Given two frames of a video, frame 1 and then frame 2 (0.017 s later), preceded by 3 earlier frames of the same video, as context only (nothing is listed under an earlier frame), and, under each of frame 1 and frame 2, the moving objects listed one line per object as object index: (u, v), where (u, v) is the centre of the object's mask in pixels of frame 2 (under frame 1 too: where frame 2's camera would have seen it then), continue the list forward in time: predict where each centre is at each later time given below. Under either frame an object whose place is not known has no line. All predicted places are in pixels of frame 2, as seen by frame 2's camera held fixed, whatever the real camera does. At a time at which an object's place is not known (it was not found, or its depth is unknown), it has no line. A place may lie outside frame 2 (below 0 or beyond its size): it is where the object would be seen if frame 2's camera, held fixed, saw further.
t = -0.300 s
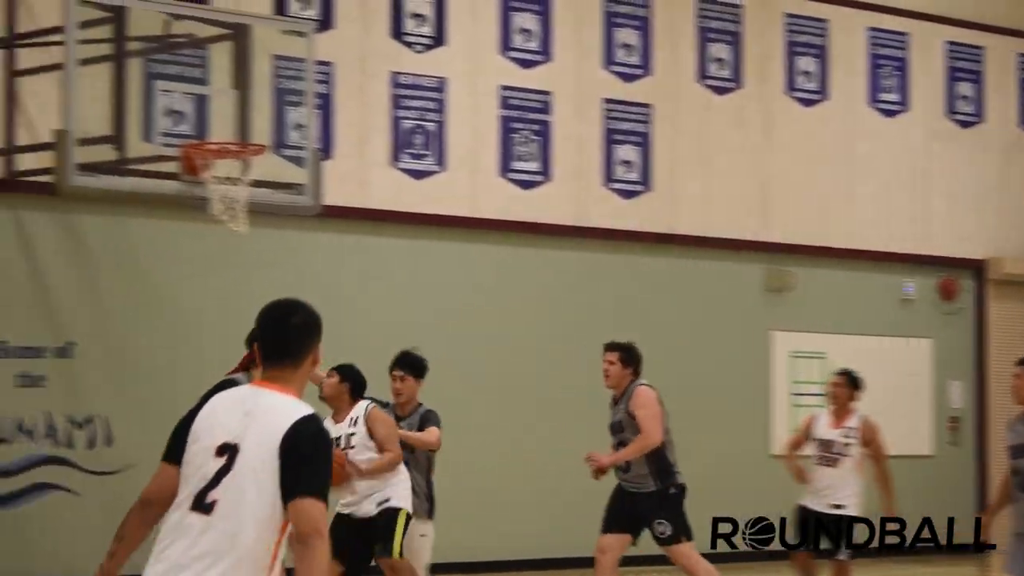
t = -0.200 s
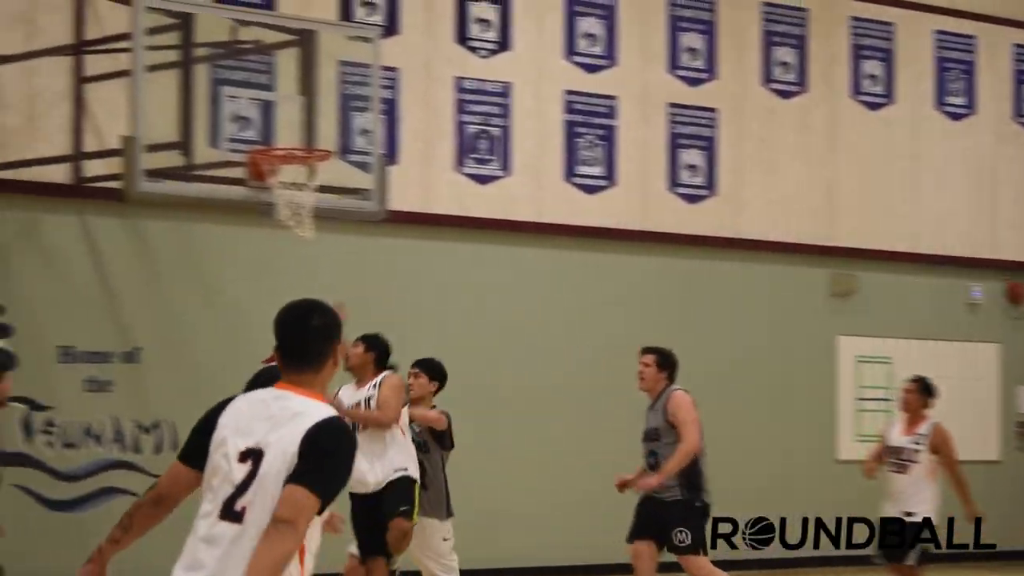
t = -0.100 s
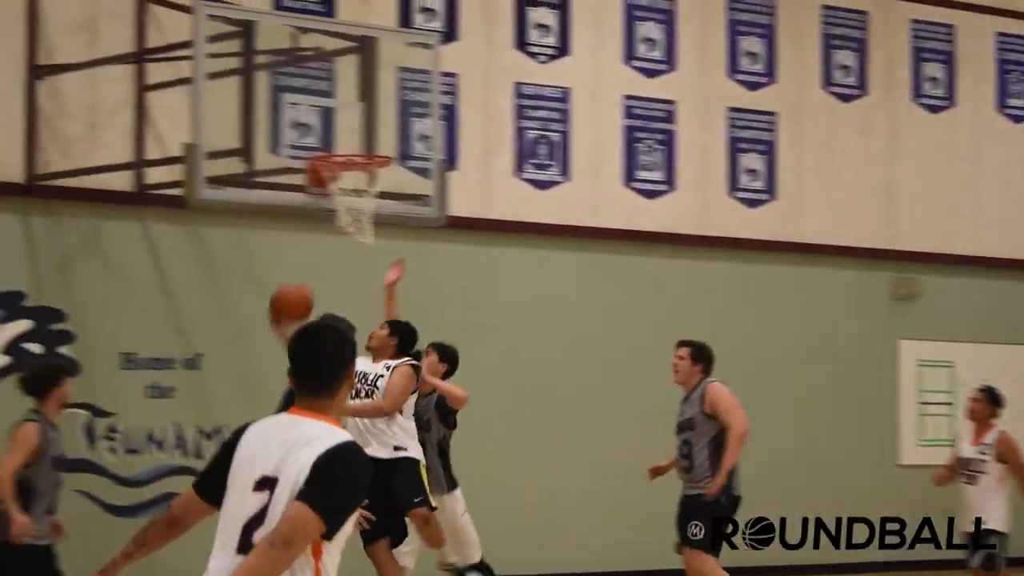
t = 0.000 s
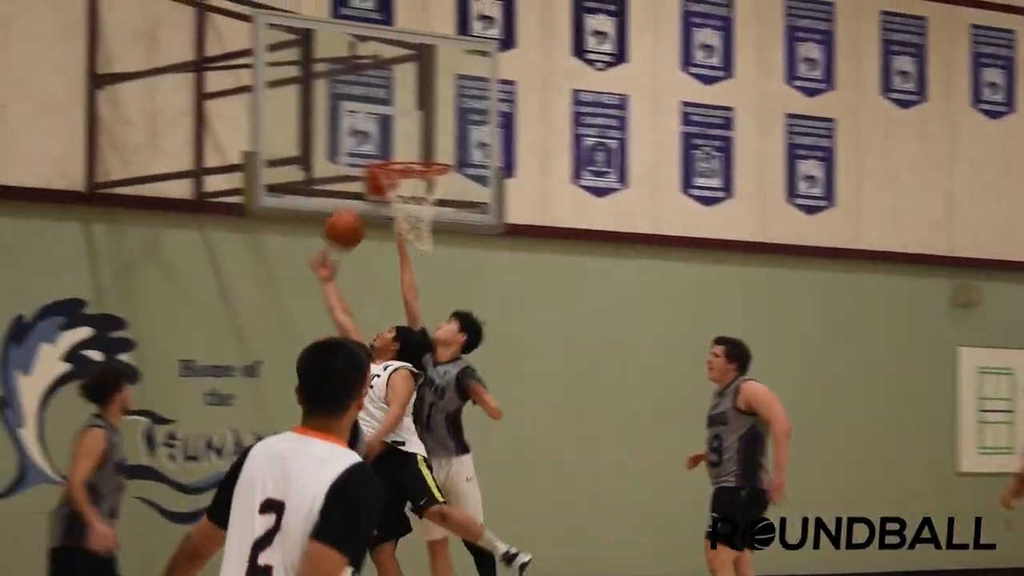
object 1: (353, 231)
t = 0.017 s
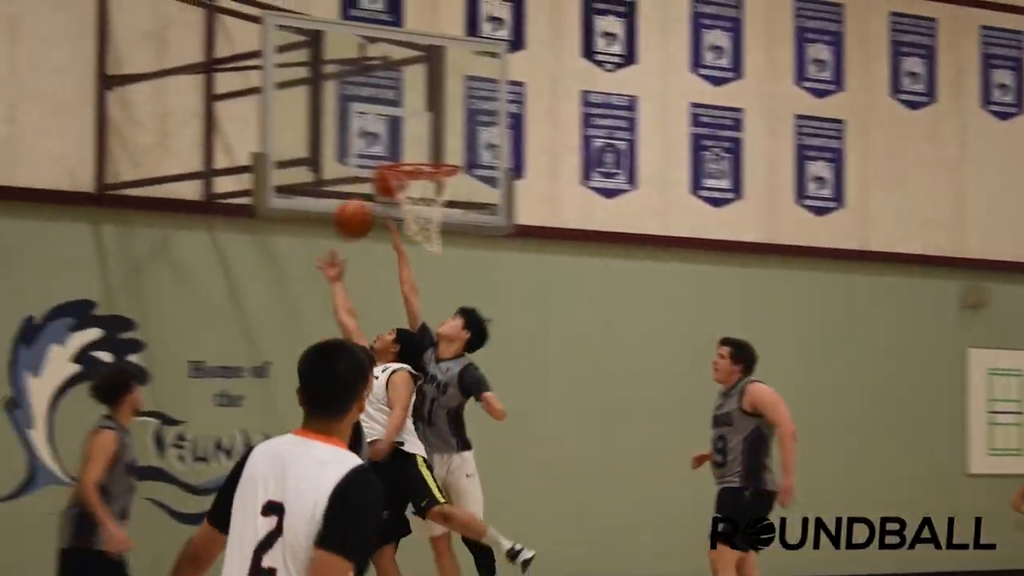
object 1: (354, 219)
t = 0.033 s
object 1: (354, 208)
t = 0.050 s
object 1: (355, 195)
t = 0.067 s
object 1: (355, 186)
